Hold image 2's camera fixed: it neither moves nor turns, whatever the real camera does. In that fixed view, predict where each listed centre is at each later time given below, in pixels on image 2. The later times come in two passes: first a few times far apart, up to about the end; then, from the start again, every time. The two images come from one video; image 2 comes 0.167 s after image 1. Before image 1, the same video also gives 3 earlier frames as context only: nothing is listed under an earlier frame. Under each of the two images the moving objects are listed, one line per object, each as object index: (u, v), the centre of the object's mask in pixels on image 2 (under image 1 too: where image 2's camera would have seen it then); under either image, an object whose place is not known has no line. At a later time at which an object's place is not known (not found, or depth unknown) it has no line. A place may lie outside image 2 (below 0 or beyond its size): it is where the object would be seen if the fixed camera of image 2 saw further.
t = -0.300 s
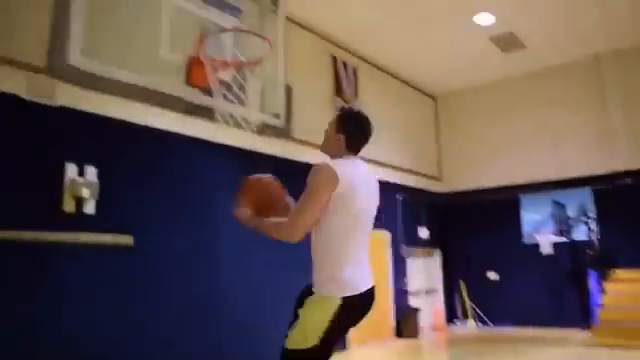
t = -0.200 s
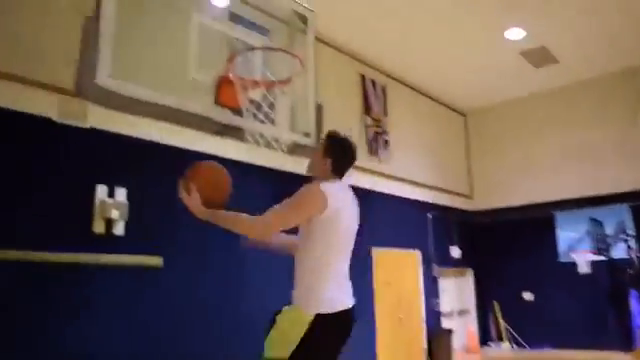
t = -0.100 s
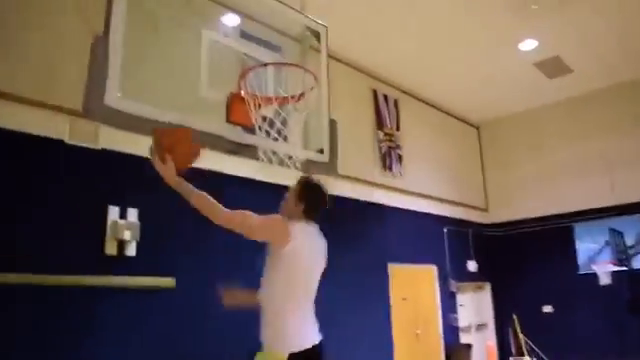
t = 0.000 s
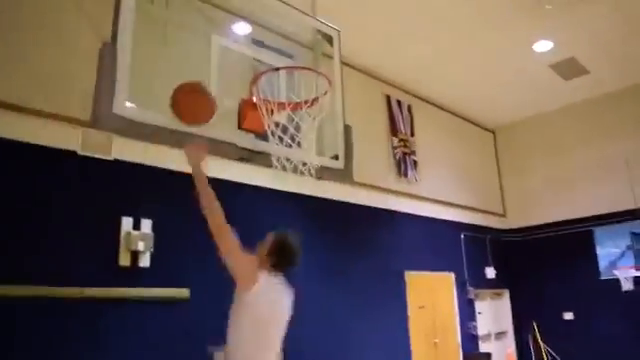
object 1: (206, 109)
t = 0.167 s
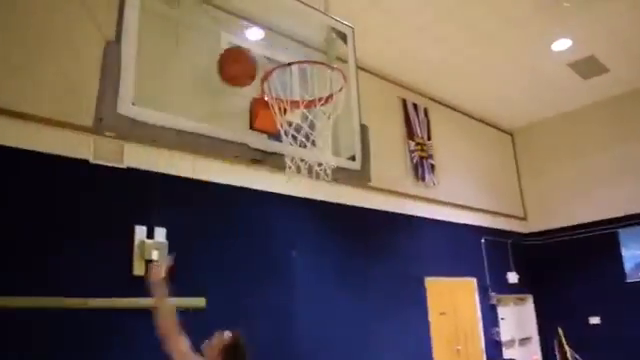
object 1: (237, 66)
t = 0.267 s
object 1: (265, 57)
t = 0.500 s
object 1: (334, 95)
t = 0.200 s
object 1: (247, 62)
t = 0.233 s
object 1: (255, 58)
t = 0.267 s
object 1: (265, 57)
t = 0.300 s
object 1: (273, 57)
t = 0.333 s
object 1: (283, 58)
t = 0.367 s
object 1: (293, 62)
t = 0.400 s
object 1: (306, 72)
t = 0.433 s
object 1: (314, 75)
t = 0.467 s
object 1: (325, 85)
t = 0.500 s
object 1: (334, 95)
